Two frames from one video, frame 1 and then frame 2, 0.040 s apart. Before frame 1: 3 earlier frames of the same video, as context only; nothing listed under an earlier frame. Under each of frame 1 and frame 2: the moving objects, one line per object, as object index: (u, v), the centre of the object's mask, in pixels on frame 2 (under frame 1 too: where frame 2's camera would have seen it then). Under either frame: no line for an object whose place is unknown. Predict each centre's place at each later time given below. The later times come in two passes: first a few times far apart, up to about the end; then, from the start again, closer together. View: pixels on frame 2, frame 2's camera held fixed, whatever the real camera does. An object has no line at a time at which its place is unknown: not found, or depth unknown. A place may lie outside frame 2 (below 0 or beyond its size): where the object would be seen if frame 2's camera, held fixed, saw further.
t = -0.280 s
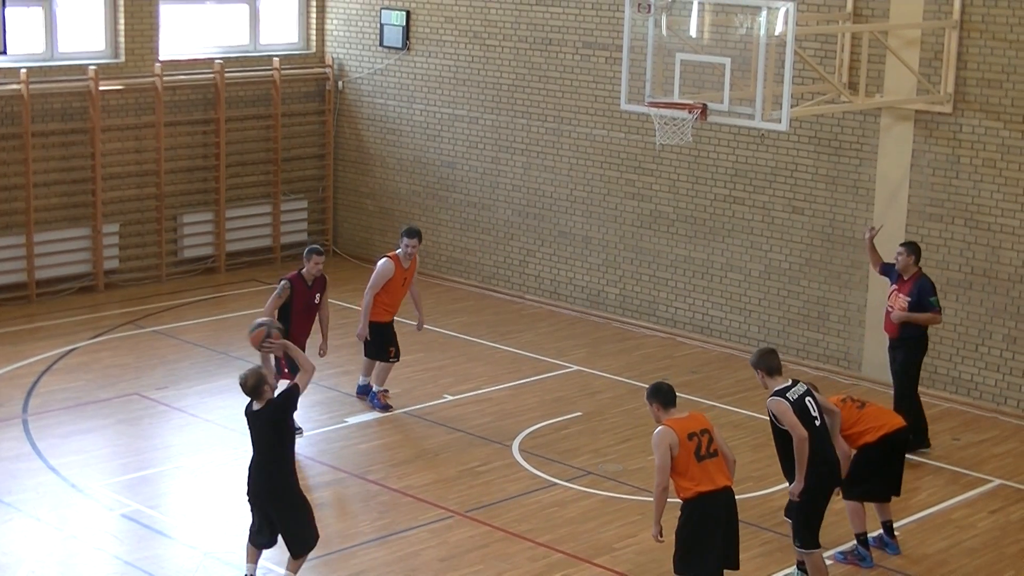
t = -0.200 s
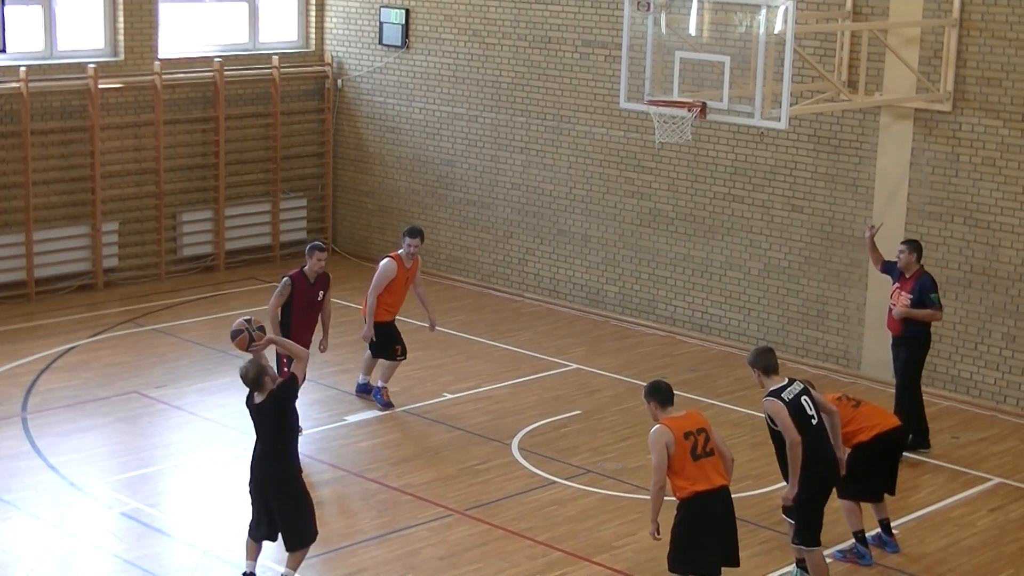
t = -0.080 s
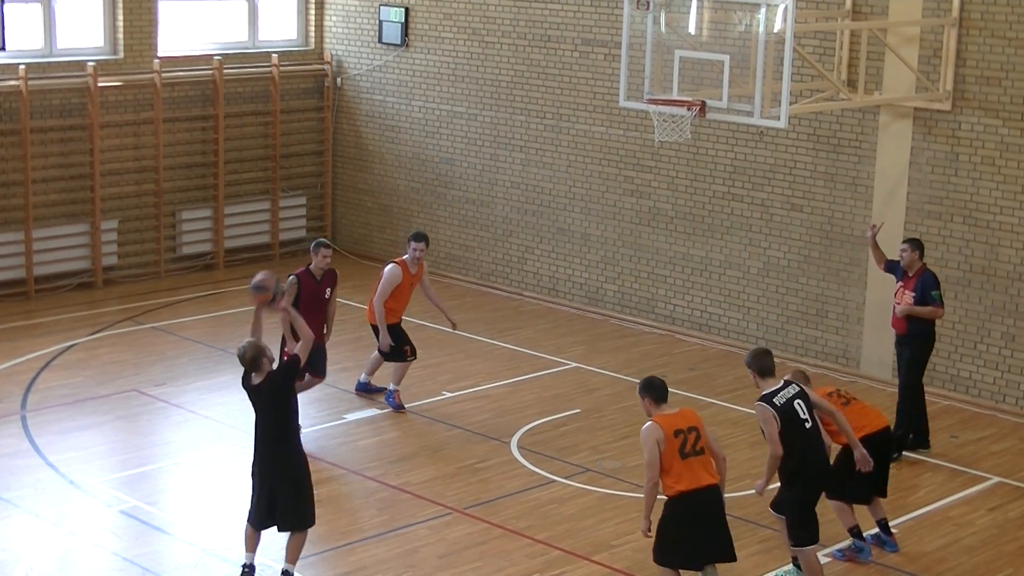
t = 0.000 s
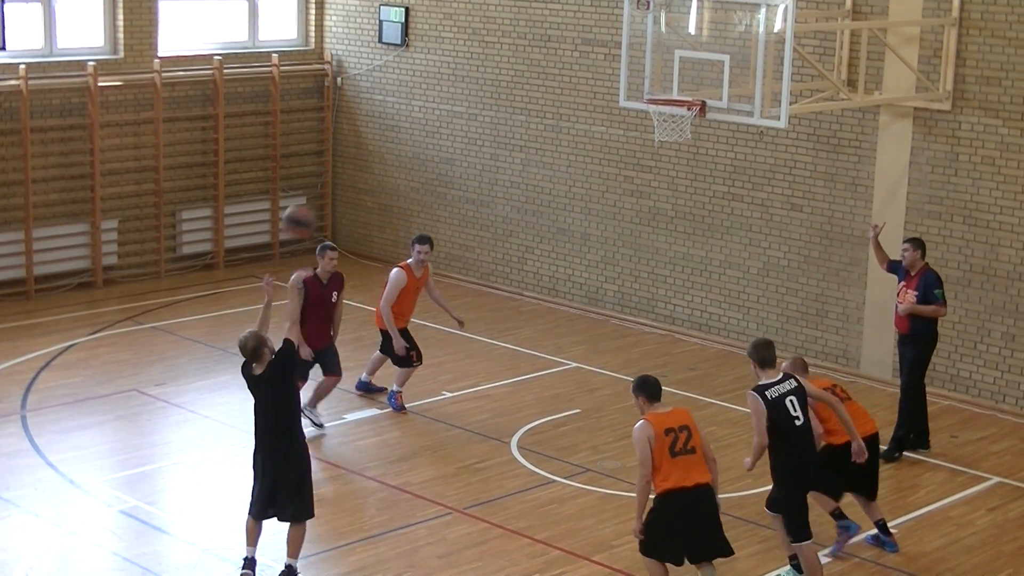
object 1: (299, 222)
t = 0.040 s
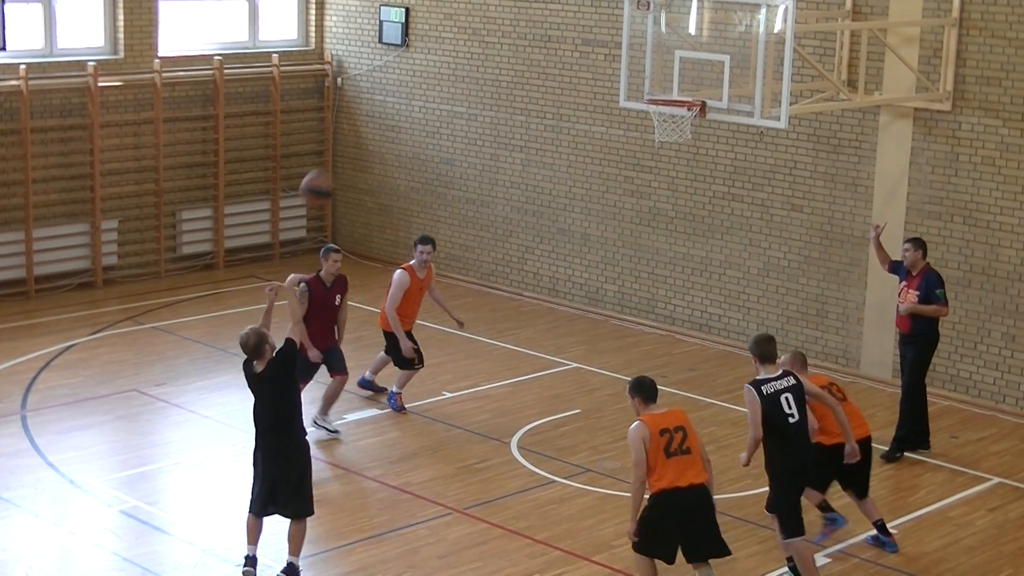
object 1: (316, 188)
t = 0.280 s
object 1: (419, 46)
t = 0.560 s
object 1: (523, 0)
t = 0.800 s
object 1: (597, 26)
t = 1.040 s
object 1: (649, 77)
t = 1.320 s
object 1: (645, 67)
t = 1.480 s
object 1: (623, 94)
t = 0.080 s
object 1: (334, 157)
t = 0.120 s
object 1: (353, 130)
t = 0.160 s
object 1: (370, 106)
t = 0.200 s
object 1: (387, 83)
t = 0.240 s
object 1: (403, 64)
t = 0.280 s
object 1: (419, 46)
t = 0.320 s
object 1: (435, 32)
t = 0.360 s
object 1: (451, 20)
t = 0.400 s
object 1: (466, 10)
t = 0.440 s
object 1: (480, 6)
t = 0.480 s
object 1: (495, 3)
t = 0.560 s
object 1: (523, 0)
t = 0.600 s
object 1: (536, 0)
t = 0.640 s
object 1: (549, 0)
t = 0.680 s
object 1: (561, 2)
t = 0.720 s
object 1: (573, 6)
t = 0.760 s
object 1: (585, 15)
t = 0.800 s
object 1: (597, 26)
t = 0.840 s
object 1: (608, 38)
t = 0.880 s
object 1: (619, 51)
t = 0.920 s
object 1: (630, 67)
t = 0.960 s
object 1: (640, 83)
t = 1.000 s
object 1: (646, 83)
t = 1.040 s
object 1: (649, 77)
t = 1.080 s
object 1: (653, 72)
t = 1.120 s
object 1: (657, 69)
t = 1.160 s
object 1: (660, 68)
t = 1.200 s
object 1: (660, 66)
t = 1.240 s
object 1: (655, 65)
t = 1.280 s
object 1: (650, 65)
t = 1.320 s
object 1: (645, 67)
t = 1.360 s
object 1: (639, 71)
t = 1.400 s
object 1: (634, 77)
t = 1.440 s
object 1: (629, 84)
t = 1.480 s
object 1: (623, 94)
